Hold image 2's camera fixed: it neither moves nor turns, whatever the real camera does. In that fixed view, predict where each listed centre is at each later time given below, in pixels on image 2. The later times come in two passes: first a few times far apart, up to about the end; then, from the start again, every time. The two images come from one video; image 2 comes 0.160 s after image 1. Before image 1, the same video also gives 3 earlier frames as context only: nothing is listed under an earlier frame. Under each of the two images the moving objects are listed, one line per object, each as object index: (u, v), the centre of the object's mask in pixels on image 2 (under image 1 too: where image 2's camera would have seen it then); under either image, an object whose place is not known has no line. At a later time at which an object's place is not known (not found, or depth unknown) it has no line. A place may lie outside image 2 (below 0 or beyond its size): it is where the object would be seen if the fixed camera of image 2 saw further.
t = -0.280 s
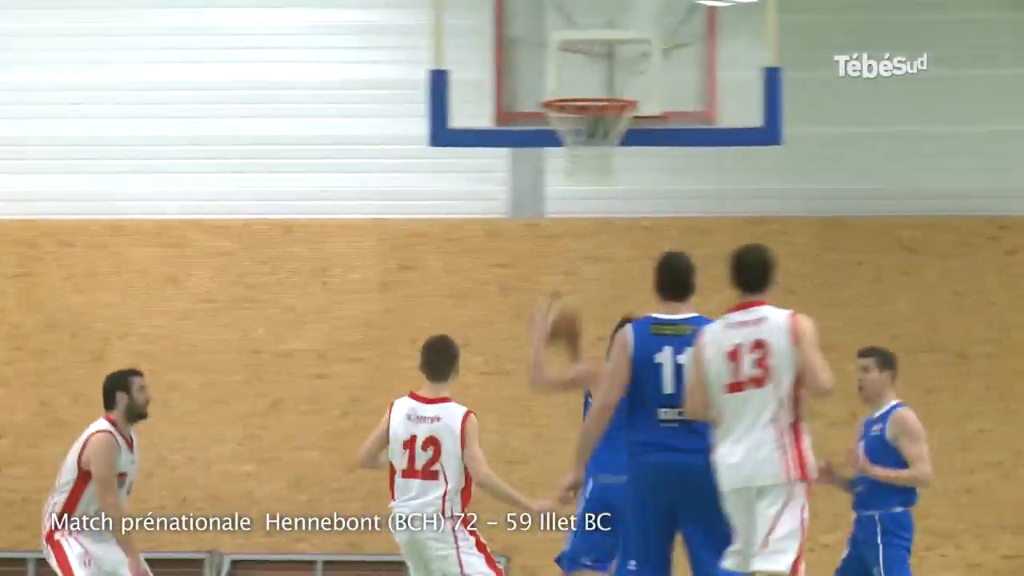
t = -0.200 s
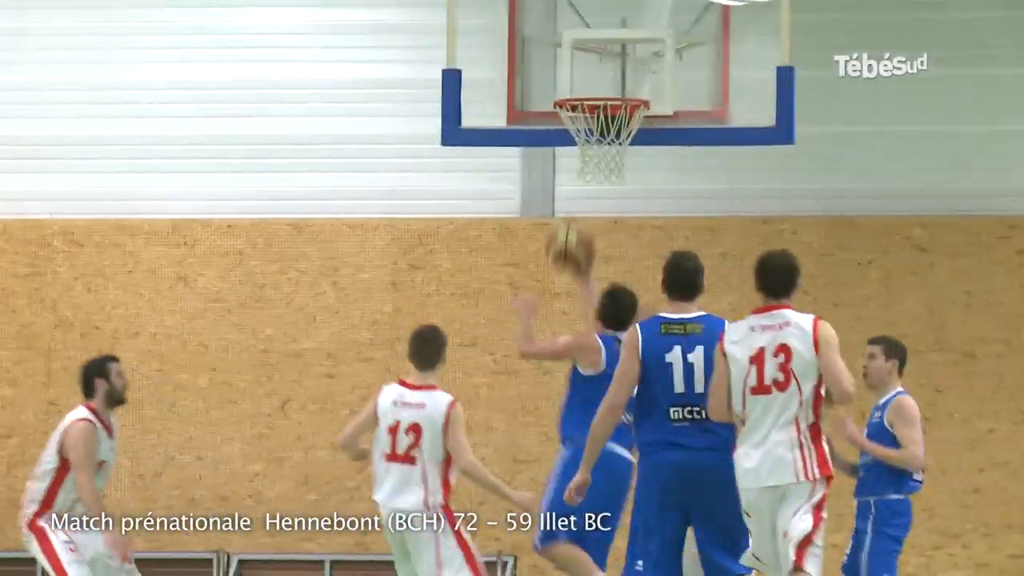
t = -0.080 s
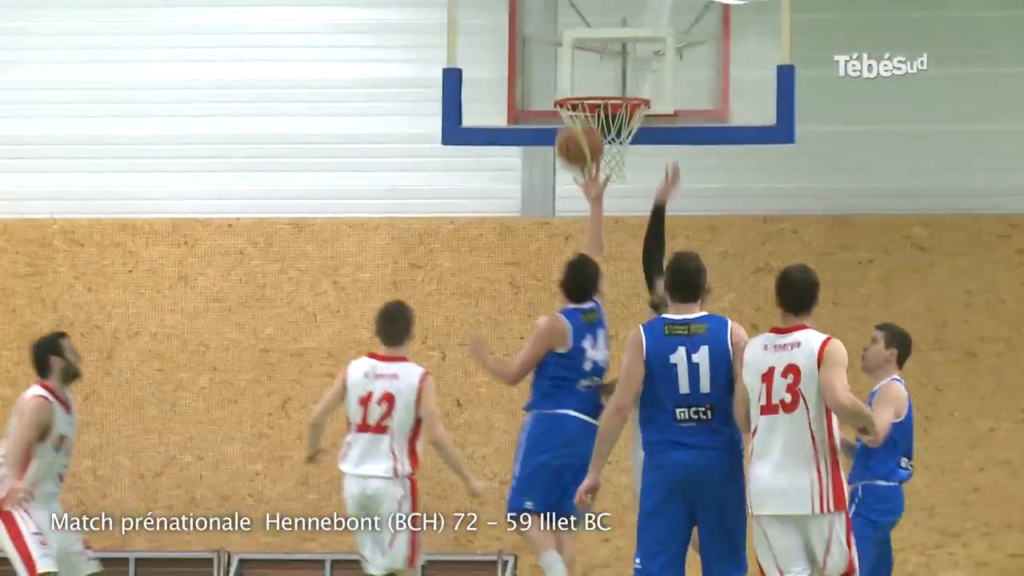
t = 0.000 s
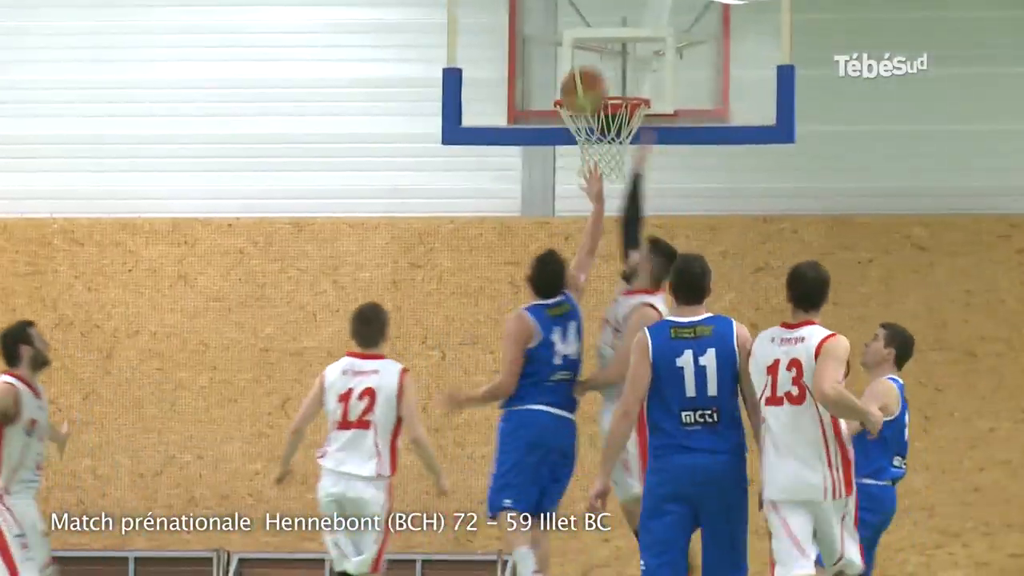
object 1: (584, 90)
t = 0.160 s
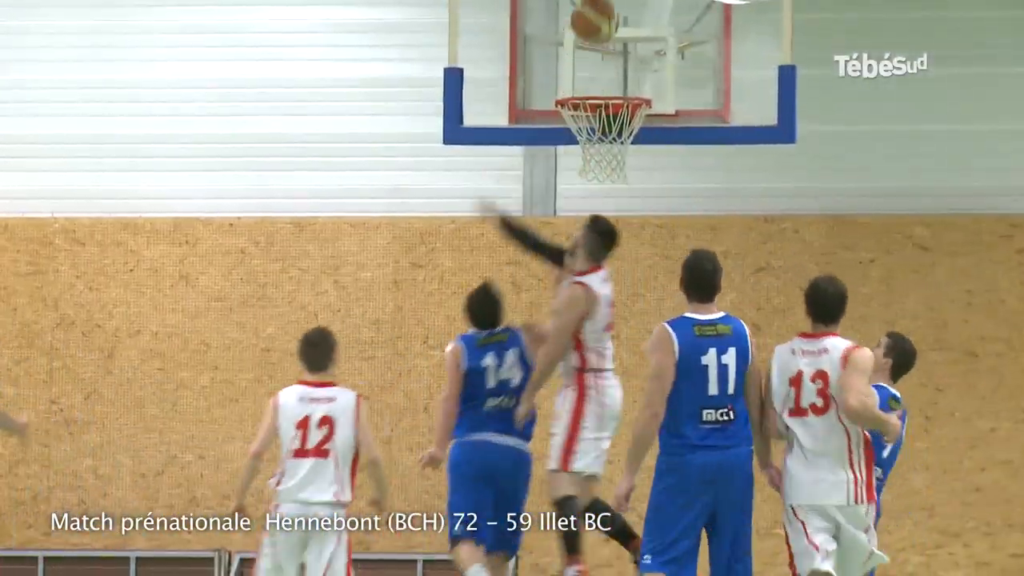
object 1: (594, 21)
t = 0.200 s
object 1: (597, 15)
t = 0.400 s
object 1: (606, 14)
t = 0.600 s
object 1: (615, 79)
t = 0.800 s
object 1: (606, 160)
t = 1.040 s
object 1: (573, 241)
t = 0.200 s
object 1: (597, 15)
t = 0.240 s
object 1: (599, 12)
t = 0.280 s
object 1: (602, 10)
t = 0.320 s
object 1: (603, 10)
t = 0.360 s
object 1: (605, 12)
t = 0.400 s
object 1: (606, 14)
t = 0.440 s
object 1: (608, 19)
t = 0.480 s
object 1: (610, 28)
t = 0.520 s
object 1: (611, 42)
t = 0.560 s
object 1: (613, 61)
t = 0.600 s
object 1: (615, 79)
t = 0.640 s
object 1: (615, 108)
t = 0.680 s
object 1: (617, 127)
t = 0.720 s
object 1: (616, 151)
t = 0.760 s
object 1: (609, 162)
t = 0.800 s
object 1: (606, 160)
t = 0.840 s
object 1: (601, 165)
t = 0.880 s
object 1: (595, 174)
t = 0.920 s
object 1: (589, 185)
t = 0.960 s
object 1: (583, 200)
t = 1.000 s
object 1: (578, 220)
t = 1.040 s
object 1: (573, 241)
